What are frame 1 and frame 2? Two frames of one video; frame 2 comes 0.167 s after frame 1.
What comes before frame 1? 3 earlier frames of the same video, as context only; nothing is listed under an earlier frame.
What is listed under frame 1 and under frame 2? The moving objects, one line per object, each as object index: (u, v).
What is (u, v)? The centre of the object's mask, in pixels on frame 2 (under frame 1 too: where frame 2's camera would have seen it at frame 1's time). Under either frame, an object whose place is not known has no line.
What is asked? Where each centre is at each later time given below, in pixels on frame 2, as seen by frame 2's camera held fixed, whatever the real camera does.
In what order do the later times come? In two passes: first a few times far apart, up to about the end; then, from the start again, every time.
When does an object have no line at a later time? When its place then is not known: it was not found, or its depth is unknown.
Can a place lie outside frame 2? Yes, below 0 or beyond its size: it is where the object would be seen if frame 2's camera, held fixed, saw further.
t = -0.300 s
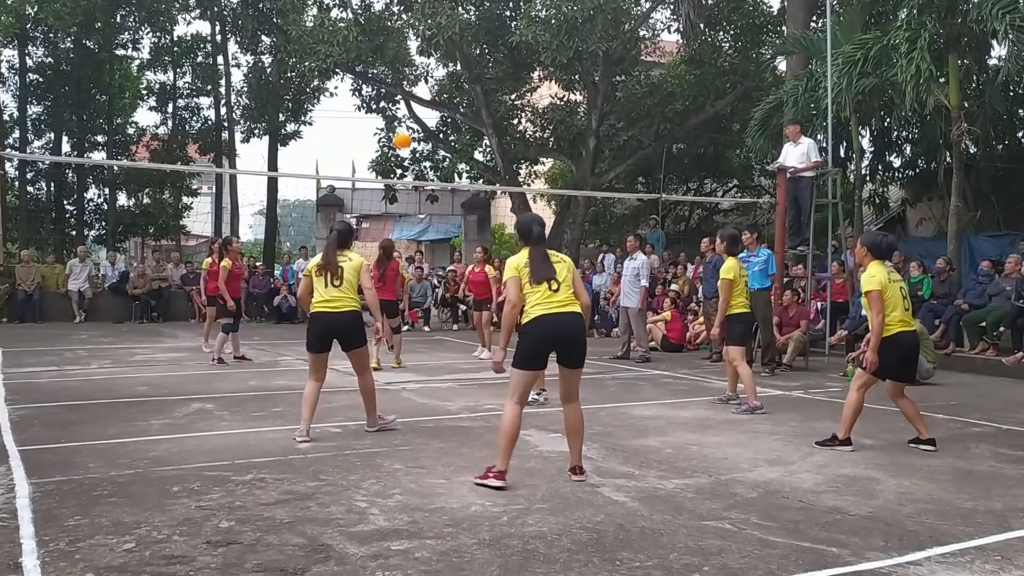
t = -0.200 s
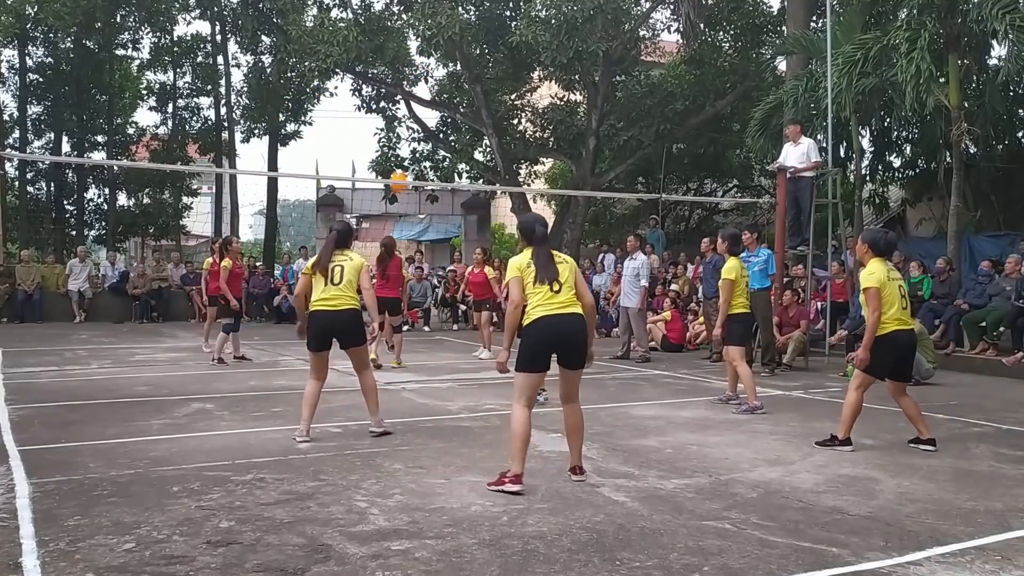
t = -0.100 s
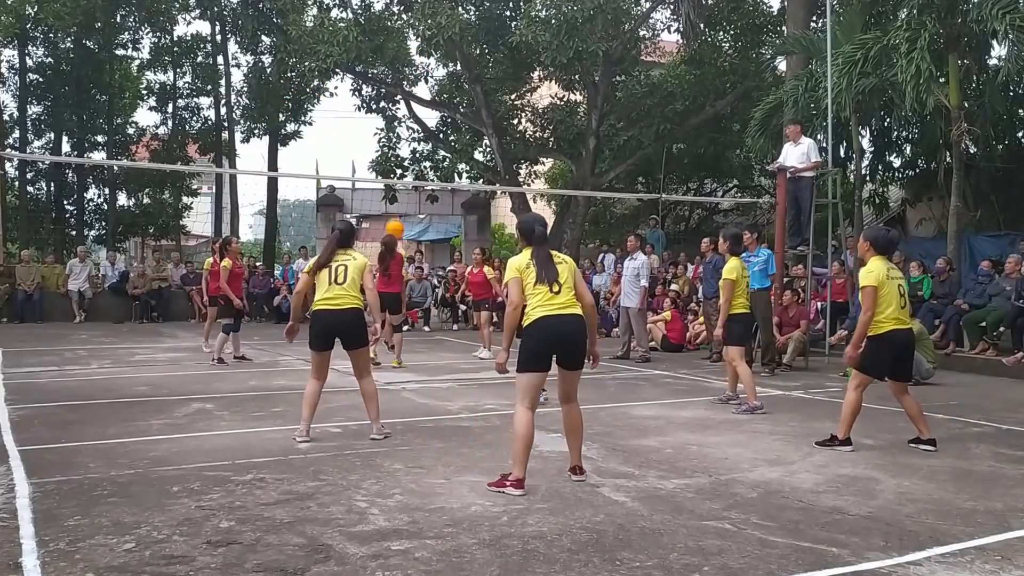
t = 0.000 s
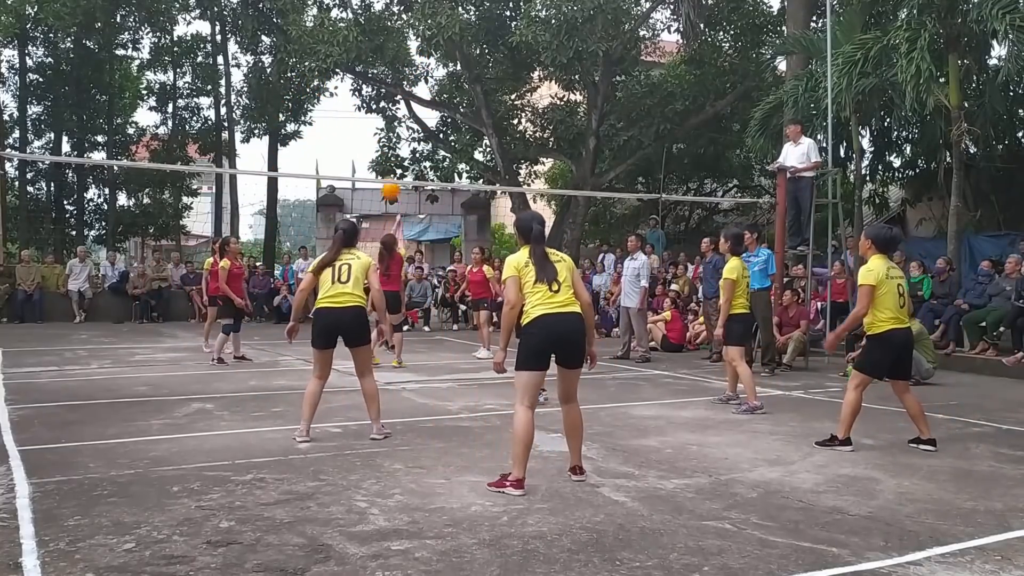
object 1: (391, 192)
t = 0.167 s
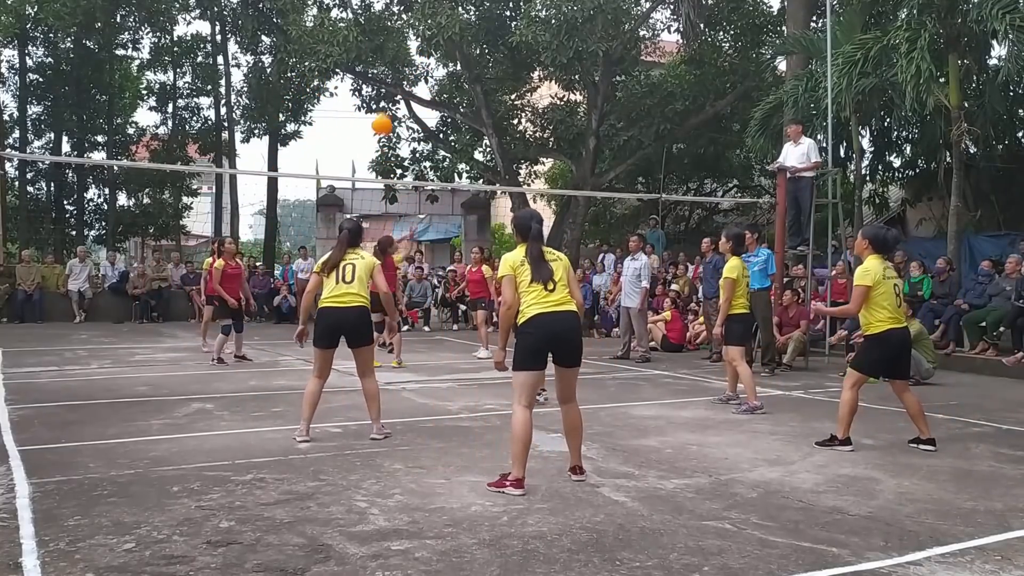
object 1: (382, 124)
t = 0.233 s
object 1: (378, 103)
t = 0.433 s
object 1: (367, 58)
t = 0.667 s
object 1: (354, 54)
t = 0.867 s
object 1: (341, 111)
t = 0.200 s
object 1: (379, 112)
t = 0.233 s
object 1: (378, 103)
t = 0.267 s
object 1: (376, 93)
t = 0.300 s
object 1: (374, 85)
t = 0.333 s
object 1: (373, 77)
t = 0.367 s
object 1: (371, 71)
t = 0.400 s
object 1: (369, 64)
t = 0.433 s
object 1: (367, 58)
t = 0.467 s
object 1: (366, 55)
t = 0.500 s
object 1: (364, 51)
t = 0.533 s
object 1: (362, 50)
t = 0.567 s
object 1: (360, 50)
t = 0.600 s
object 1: (358, 50)
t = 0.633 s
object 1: (356, 52)
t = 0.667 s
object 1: (354, 54)
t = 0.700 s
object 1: (352, 59)
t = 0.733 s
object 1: (350, 64)
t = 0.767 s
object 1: (348, 72)
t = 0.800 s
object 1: (346, 82)
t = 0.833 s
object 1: (343, 97)
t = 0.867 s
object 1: (341, 111)
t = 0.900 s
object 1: (339, 126)
